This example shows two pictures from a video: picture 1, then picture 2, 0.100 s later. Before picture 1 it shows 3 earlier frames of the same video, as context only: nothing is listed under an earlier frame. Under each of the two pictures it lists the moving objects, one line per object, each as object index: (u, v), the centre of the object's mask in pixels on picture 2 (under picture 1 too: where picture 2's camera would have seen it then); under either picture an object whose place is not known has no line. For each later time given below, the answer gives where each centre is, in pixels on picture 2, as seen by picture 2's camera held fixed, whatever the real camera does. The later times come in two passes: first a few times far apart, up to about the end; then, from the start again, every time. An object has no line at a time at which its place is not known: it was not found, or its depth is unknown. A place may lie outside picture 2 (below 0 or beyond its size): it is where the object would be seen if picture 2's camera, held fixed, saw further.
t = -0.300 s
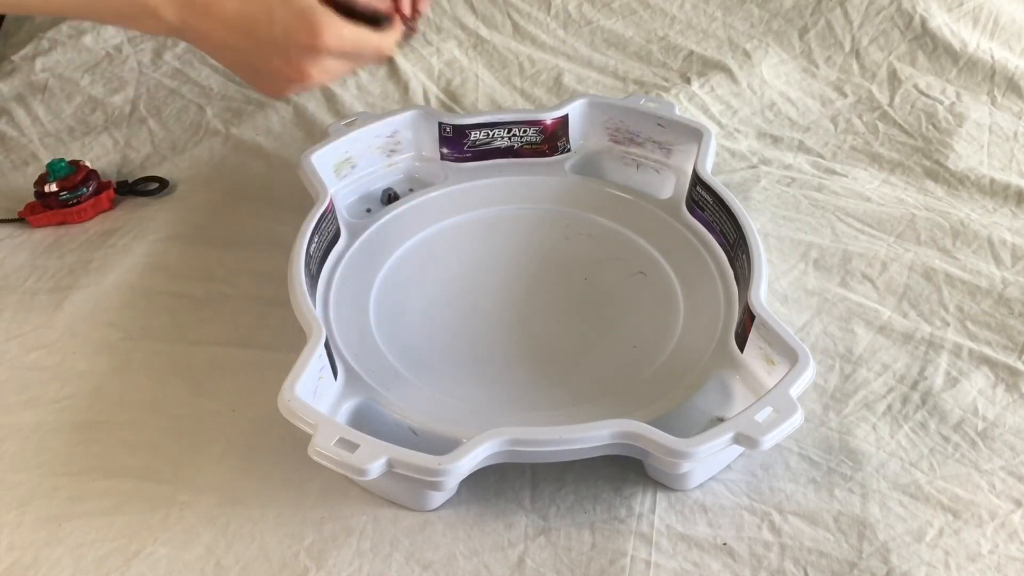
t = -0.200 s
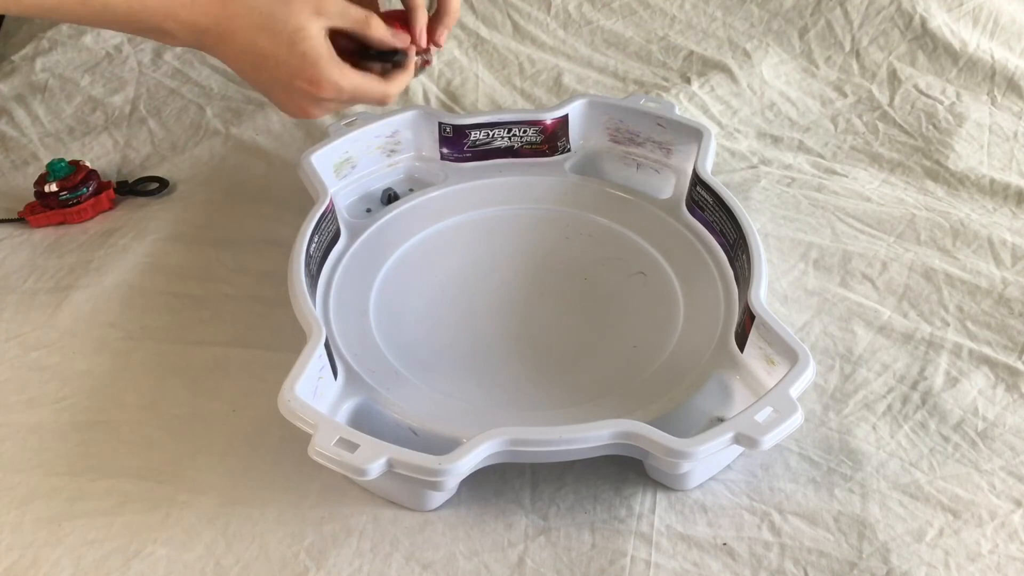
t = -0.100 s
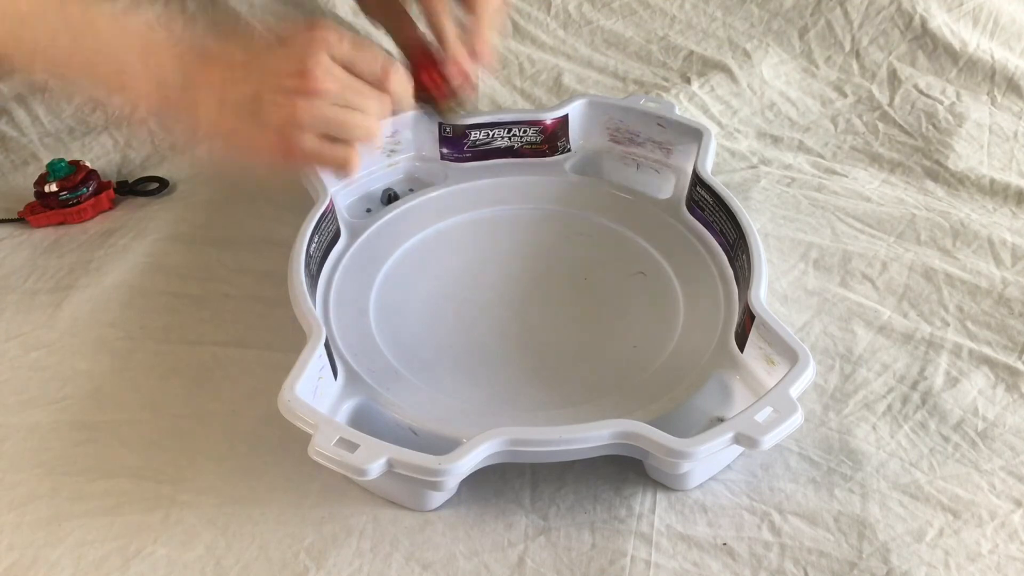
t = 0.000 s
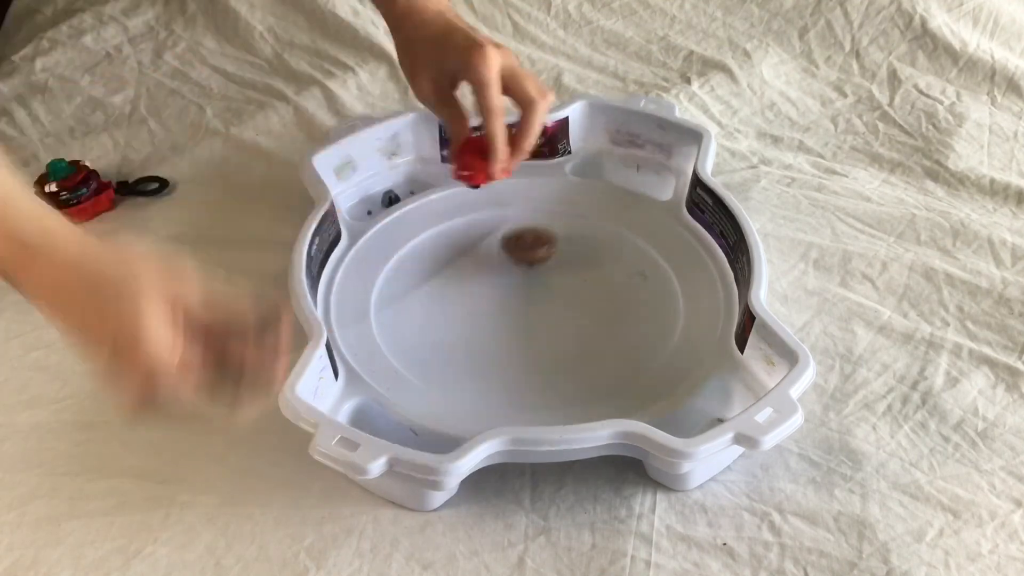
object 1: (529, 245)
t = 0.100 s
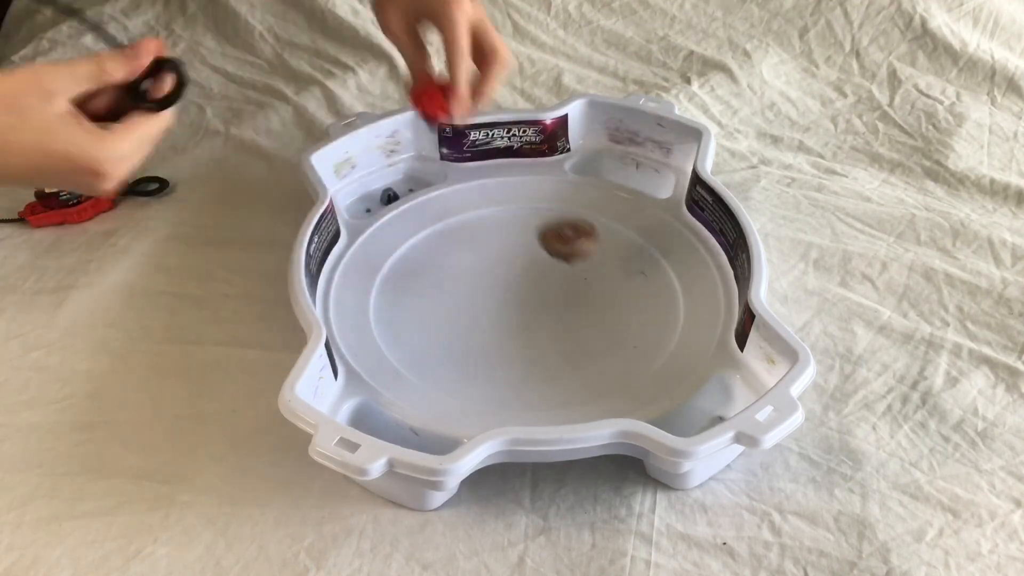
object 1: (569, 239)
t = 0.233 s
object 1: (595, 289)
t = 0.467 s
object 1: (557, 293)
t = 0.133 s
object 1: (582, 258)
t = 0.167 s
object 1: (594, 288)
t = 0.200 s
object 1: (597, 292)
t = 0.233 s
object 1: (595, 289)
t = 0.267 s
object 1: (593, 298)
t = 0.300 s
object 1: (588, 308)
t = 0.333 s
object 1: (581, 304)
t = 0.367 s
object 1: (573, 307)
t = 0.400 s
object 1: (568, 303)
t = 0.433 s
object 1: (562, 298)
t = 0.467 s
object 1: (557, 293)
